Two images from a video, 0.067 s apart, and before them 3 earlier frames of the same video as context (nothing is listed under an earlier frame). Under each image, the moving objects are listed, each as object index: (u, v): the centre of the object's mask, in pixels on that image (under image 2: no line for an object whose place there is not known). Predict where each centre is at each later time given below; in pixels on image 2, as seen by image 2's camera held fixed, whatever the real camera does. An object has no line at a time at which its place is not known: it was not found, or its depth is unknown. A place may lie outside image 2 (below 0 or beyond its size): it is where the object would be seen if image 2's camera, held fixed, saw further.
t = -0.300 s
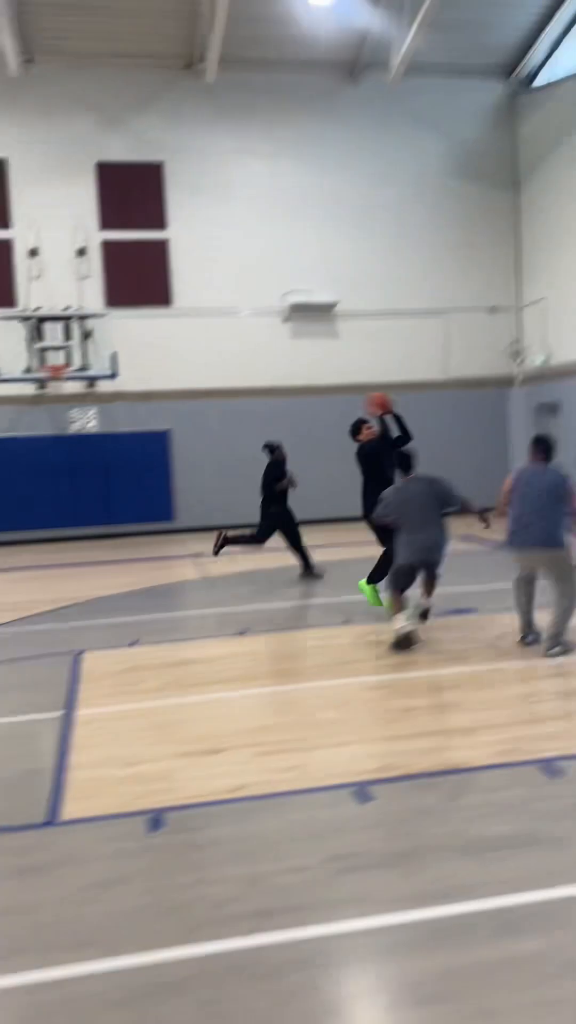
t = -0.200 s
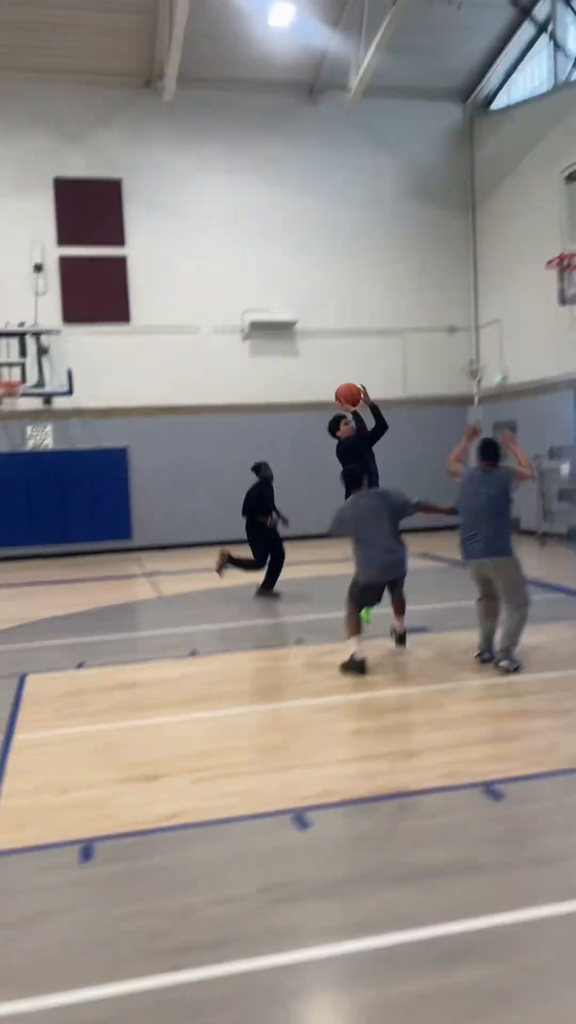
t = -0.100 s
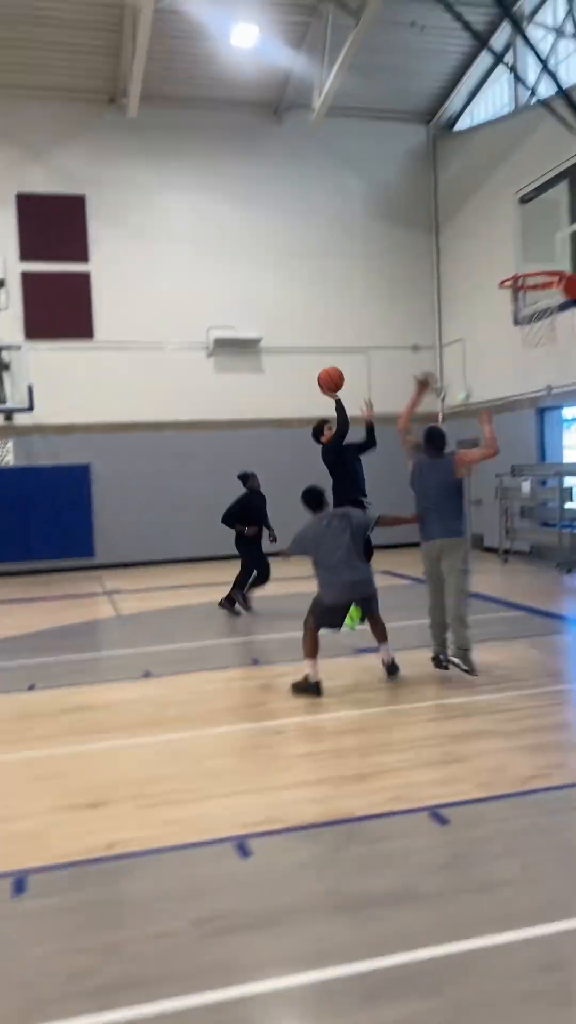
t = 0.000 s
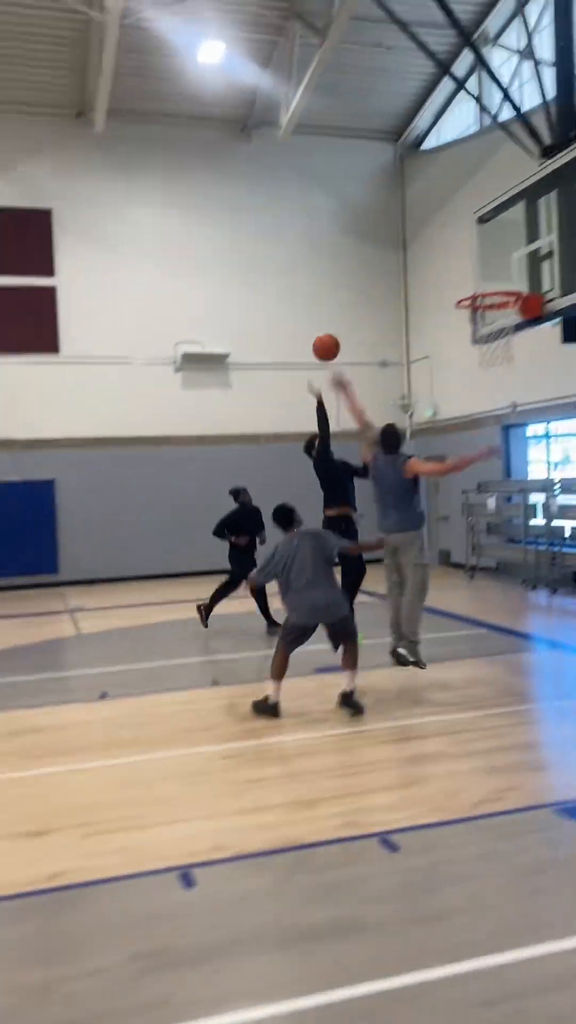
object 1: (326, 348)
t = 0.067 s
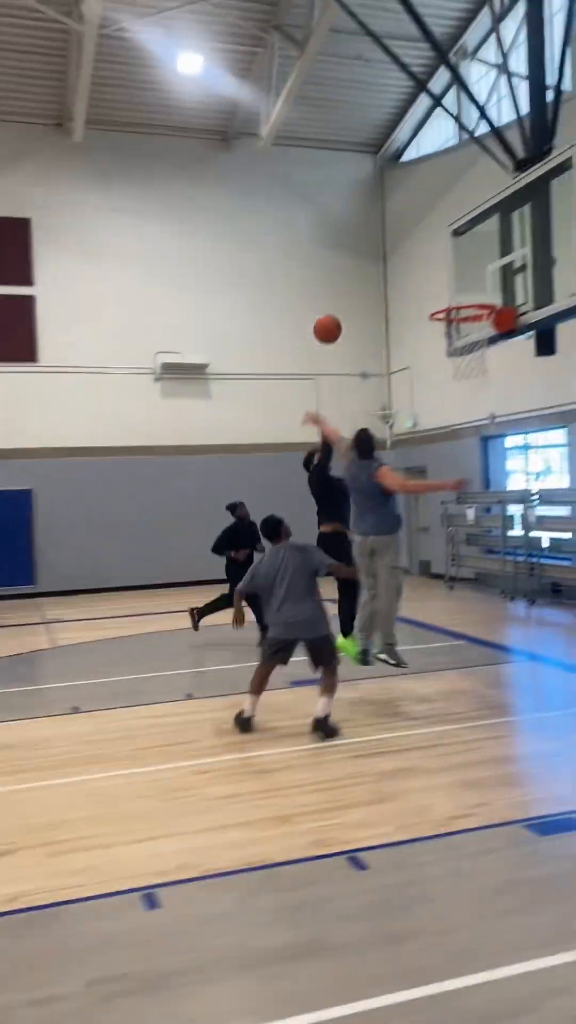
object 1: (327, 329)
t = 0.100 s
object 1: (340, 316)
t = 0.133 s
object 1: (352, 304)
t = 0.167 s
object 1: (366, 293)
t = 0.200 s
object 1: (379, 283)
